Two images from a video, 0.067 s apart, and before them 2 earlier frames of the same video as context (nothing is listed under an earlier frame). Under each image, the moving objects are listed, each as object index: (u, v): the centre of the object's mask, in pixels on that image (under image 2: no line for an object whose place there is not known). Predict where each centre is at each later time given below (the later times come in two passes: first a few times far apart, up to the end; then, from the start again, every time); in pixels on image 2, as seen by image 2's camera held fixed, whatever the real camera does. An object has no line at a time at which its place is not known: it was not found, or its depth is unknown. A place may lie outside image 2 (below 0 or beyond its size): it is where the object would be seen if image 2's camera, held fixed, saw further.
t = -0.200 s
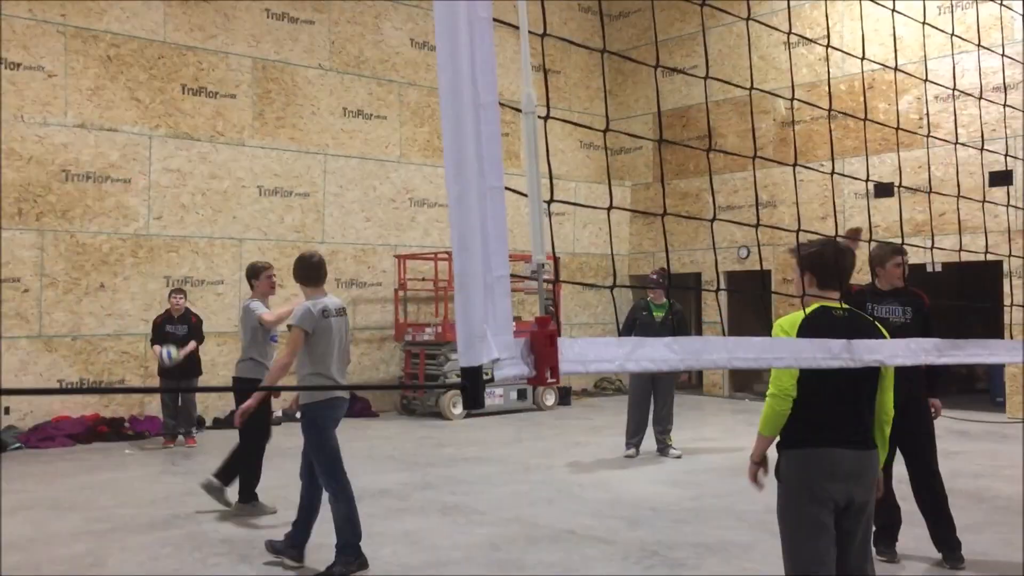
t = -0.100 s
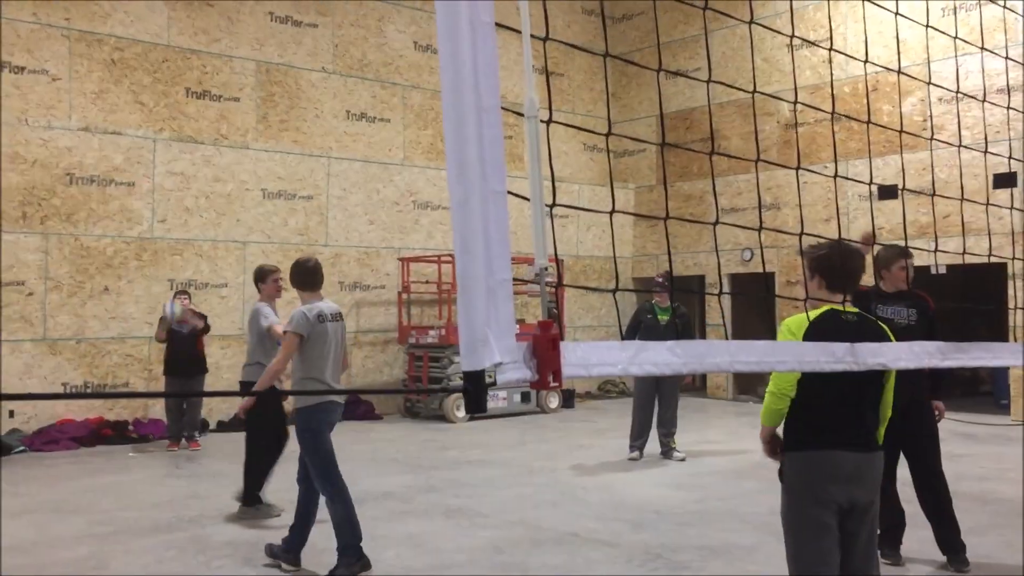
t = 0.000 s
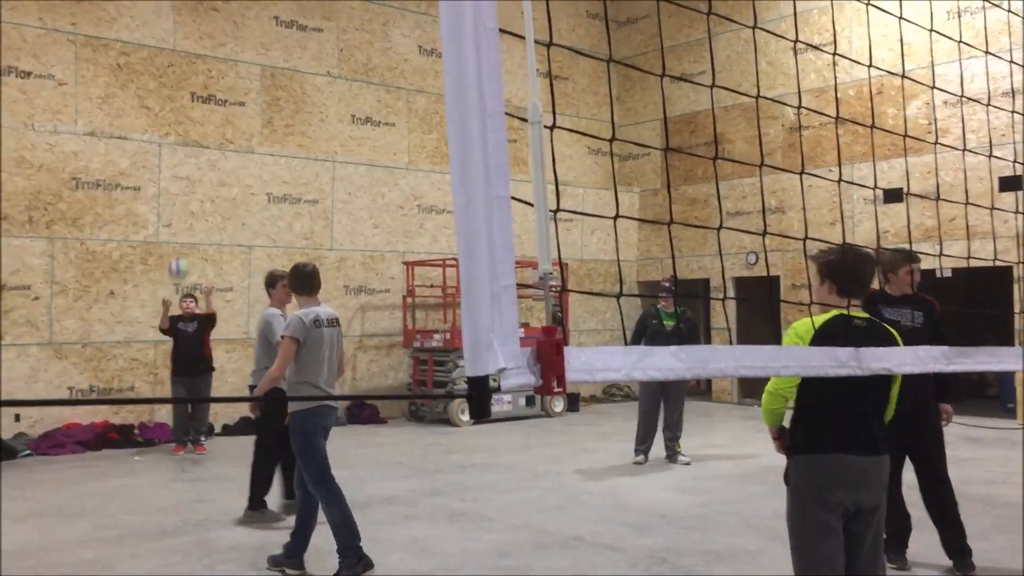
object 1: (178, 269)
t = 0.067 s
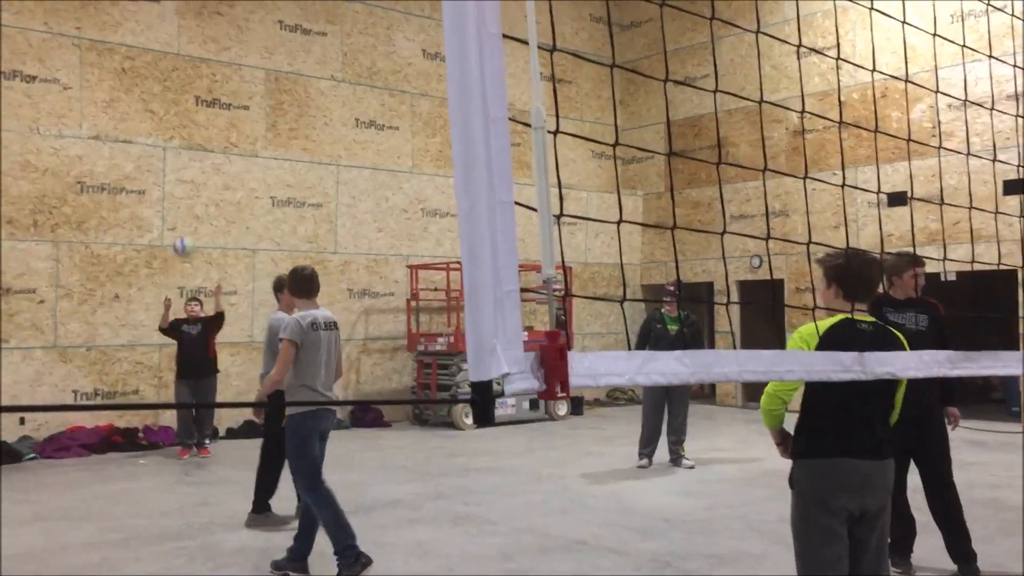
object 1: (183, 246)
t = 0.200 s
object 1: (184, 205)
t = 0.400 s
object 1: (185, 176)
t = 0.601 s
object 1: (187, 185)
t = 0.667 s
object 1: (187, 198)
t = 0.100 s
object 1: (184, 234)
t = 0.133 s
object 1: (184, 224)
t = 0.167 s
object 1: (184, 214)
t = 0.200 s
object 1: (184, 205)
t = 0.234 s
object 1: (185, 197)
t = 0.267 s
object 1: (185, 192)
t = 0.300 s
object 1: (185, 186)
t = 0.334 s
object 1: (185, 182)
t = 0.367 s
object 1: (185, 178)
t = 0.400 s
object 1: (185, 176)
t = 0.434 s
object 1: (185, 174)
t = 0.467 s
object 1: (185, 174)
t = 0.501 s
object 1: (186, 175)
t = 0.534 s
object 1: (186, 177)
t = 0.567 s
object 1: (186, 181)
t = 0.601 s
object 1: (187, 185)
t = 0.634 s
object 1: (187, 191)
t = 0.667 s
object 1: (187, 198)
